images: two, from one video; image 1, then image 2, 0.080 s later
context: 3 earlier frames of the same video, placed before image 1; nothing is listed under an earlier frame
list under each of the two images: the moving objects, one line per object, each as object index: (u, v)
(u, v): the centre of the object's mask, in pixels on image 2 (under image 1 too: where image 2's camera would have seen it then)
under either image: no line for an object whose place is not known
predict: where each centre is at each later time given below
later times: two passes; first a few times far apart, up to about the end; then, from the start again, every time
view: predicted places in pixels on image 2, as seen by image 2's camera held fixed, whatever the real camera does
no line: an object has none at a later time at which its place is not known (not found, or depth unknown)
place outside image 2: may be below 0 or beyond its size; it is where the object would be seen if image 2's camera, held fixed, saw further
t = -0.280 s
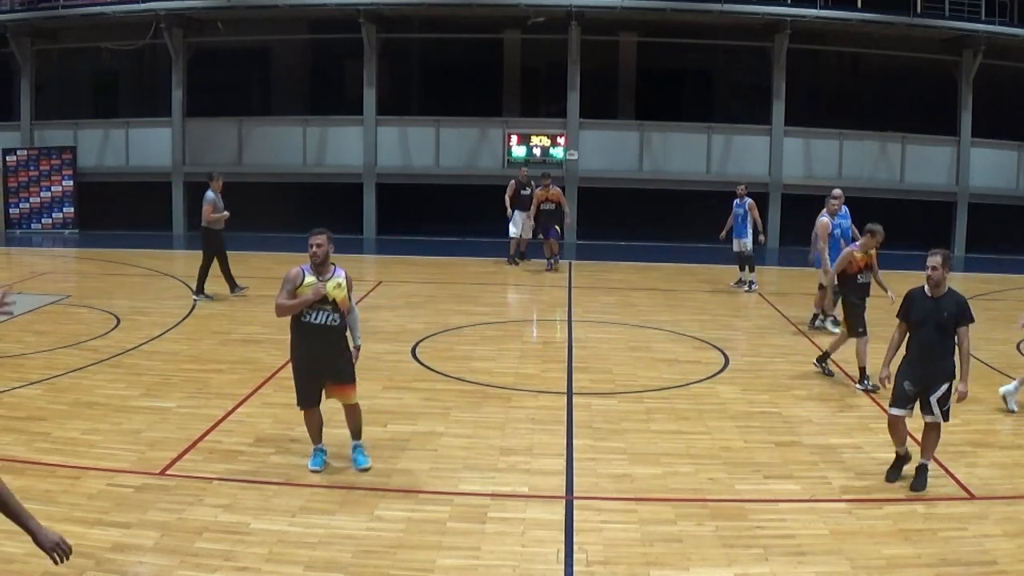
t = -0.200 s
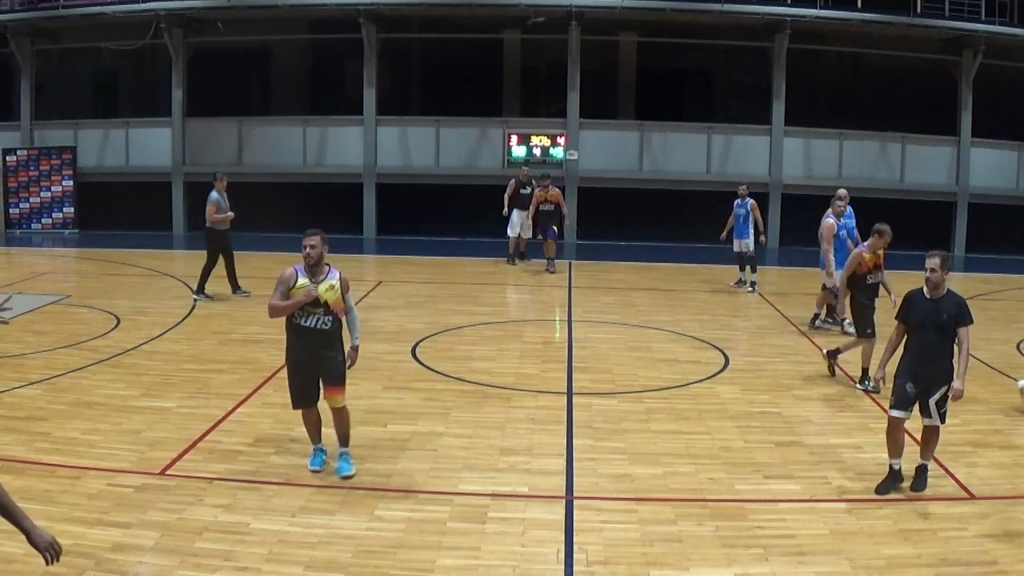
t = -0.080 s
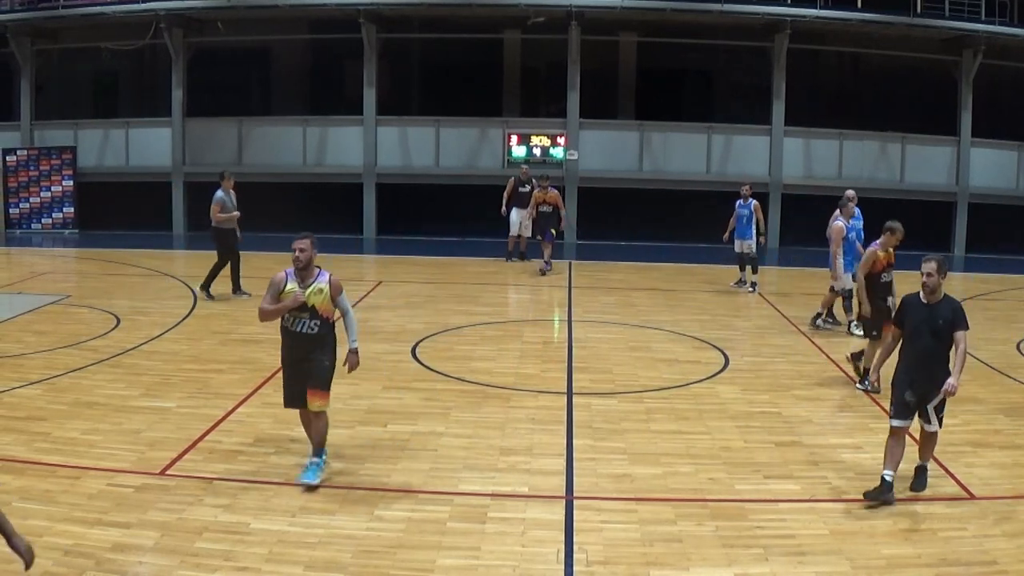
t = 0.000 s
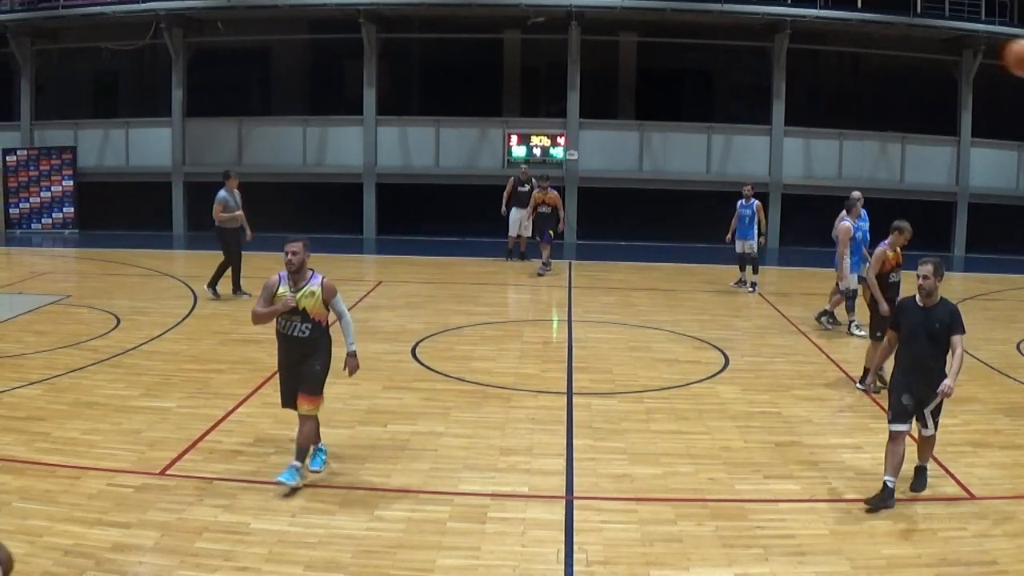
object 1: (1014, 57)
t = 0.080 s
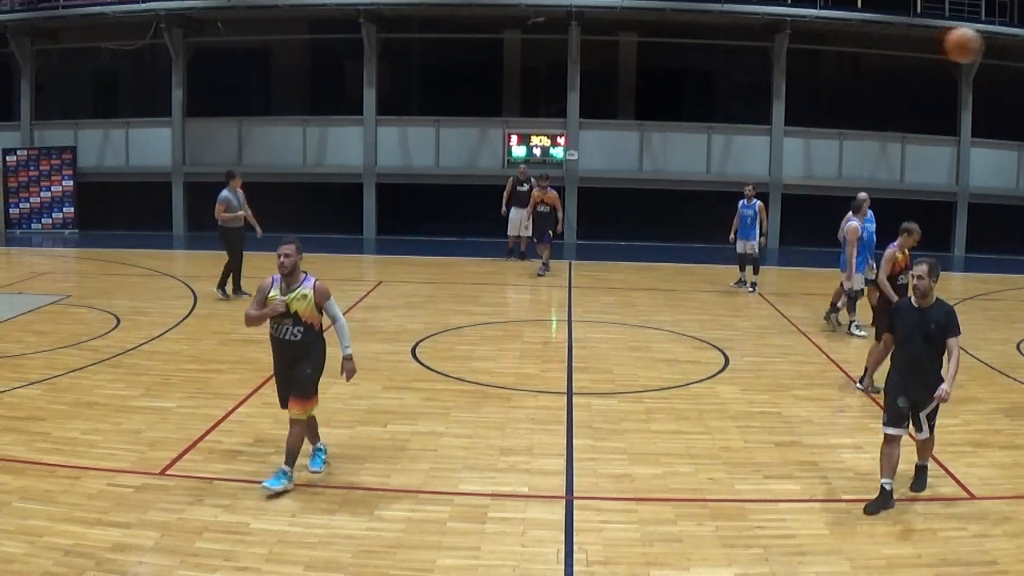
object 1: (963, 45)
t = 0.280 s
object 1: (830, 56)
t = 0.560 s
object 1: (682, 146)
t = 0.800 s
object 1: (587, 264)
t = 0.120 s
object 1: (934, 42)
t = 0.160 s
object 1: (907, 43)
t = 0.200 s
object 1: (881, 45)
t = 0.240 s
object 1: (855, 49)
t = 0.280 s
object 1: (830, 56)
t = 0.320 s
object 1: (807, 64)
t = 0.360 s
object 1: (784, 74)
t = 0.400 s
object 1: (762, 85)
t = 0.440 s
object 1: (741, 98)
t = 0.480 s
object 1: (721, 112)
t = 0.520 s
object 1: (702, 127)
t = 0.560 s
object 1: (682, 146)
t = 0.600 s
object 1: (663, 164)
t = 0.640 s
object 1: (647, 183)
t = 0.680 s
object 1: (631, 202)
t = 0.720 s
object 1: (616, 222)
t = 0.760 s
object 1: (601, 243)
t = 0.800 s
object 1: (587, 264)
